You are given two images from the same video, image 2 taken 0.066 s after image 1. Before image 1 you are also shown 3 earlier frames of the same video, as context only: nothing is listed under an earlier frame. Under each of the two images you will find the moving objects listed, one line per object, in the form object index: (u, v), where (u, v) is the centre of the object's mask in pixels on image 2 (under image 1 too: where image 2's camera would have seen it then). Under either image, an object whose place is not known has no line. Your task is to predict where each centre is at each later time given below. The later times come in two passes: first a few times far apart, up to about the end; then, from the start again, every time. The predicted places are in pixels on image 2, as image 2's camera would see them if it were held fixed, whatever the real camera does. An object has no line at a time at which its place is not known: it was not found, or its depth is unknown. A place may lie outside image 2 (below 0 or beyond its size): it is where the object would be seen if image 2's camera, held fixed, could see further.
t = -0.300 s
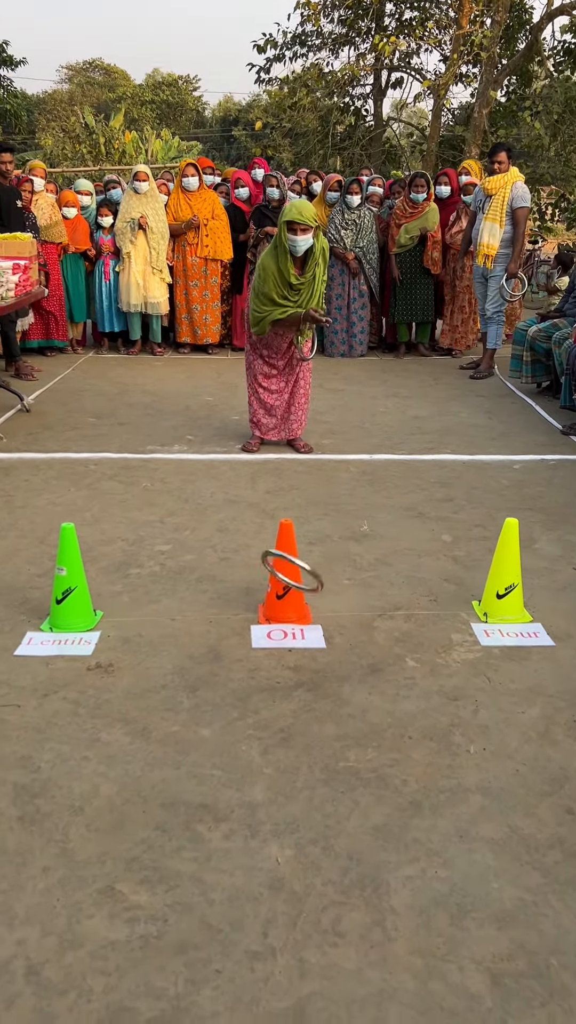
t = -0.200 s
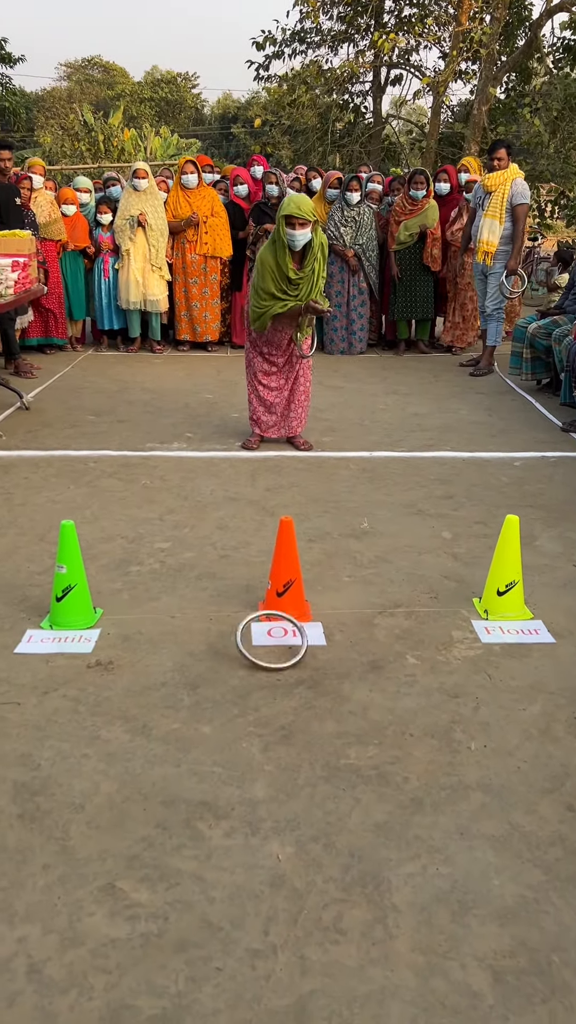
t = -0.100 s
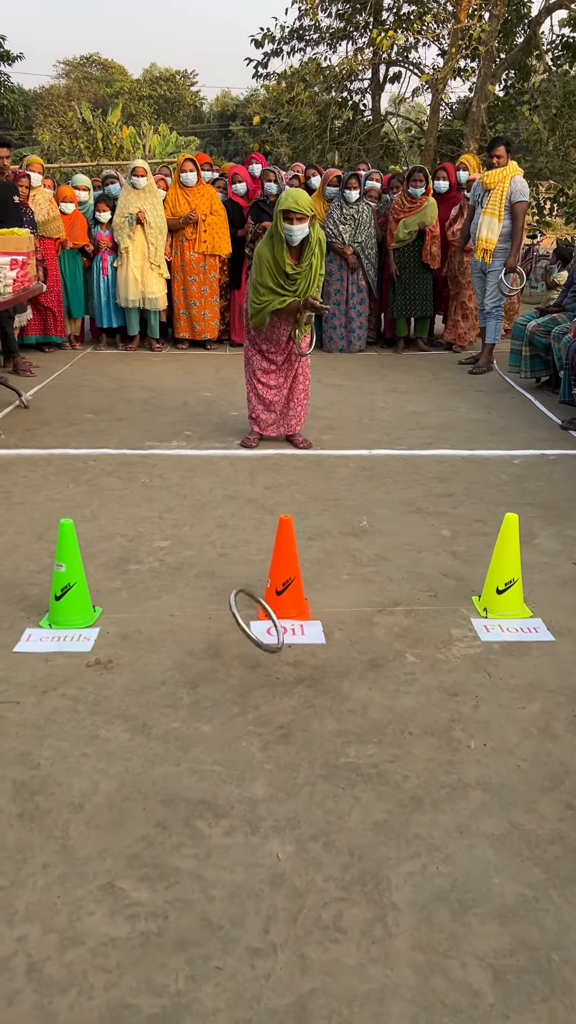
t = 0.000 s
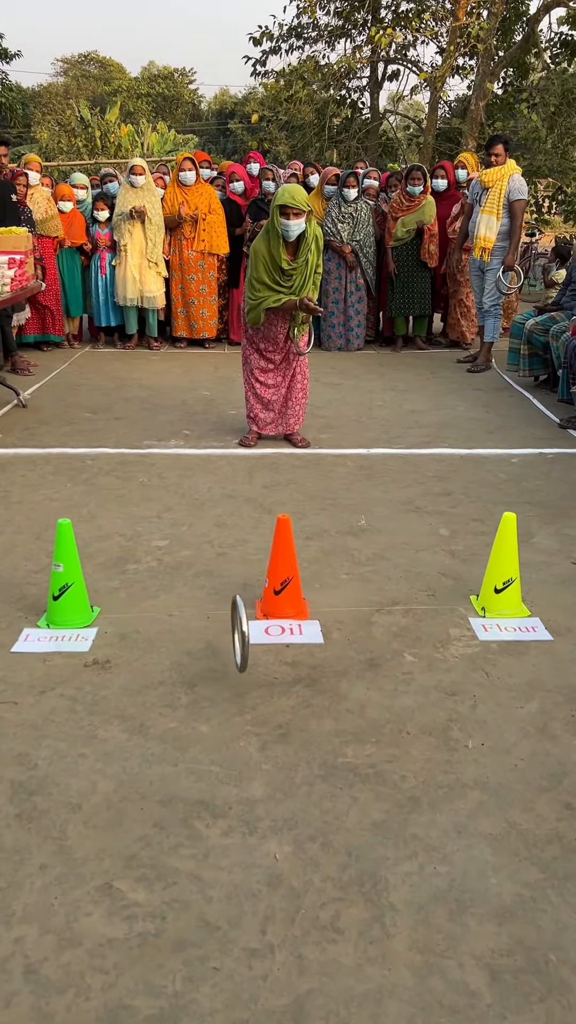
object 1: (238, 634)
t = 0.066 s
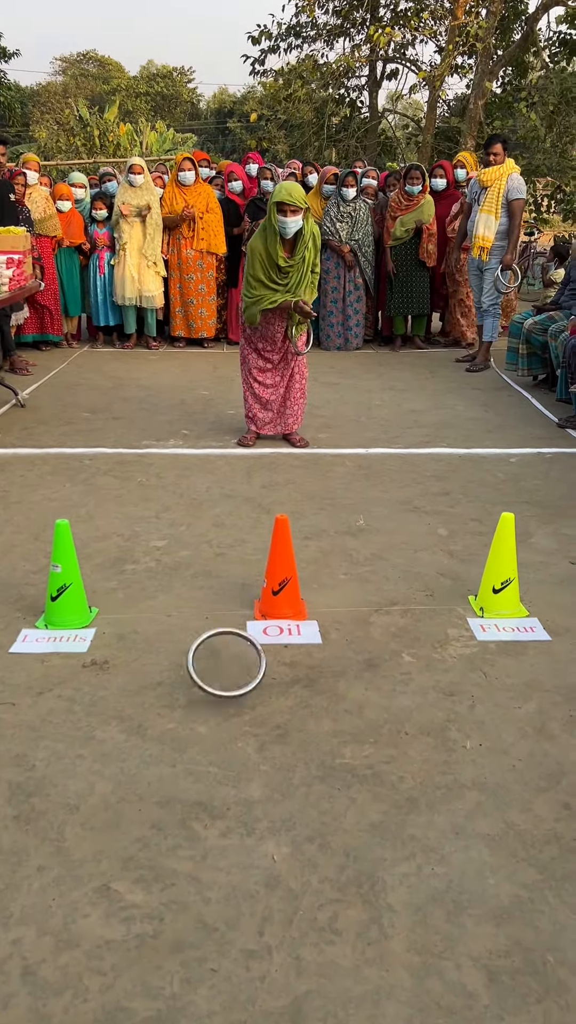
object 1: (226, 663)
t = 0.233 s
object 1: (203, 663)
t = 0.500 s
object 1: (179, 661)
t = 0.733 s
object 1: (178, 646)
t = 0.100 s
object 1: (222, 672)
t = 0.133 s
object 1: (215, 672)
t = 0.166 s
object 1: (211, 666)
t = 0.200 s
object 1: (207, 663)
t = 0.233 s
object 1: (203, 663)
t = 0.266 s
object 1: (199, 664)
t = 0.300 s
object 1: (194, 664)
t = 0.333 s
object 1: (190, 664)
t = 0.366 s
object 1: (186, 664)
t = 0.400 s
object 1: (184, 666)
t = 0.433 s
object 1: (183, 666)
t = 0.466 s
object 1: (181, 666)
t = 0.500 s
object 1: (179, 661)
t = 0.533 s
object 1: (178, 657)
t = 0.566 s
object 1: (179, 653)
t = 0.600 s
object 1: (179, 650)
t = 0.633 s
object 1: (182, 649)
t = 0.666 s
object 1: (180, 648)
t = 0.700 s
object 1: (179, 647)
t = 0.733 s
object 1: (178, 646)
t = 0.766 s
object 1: (177, 646)
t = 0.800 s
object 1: (178, 646)
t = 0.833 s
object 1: (179, 648)
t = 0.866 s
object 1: (179, 649)
